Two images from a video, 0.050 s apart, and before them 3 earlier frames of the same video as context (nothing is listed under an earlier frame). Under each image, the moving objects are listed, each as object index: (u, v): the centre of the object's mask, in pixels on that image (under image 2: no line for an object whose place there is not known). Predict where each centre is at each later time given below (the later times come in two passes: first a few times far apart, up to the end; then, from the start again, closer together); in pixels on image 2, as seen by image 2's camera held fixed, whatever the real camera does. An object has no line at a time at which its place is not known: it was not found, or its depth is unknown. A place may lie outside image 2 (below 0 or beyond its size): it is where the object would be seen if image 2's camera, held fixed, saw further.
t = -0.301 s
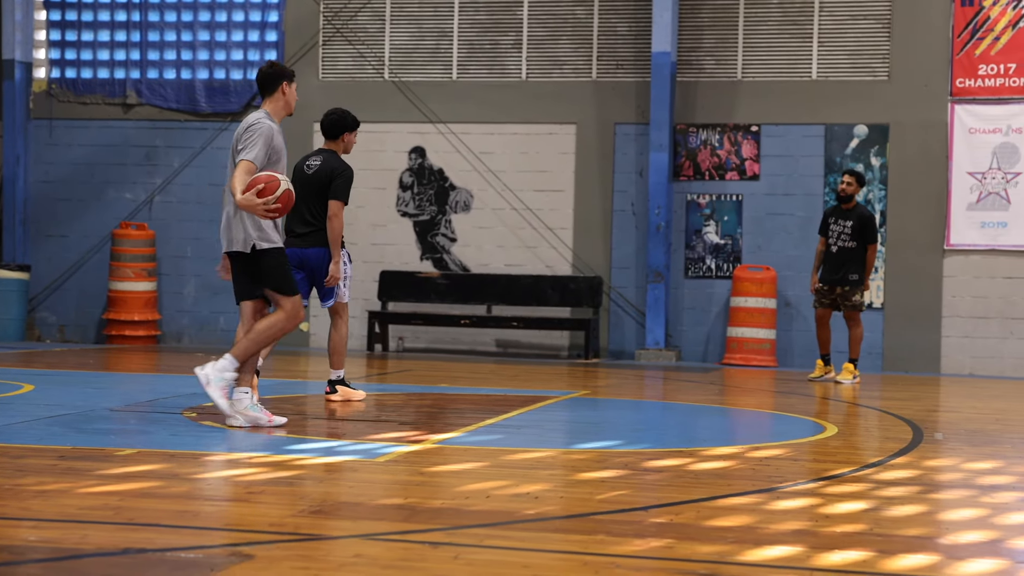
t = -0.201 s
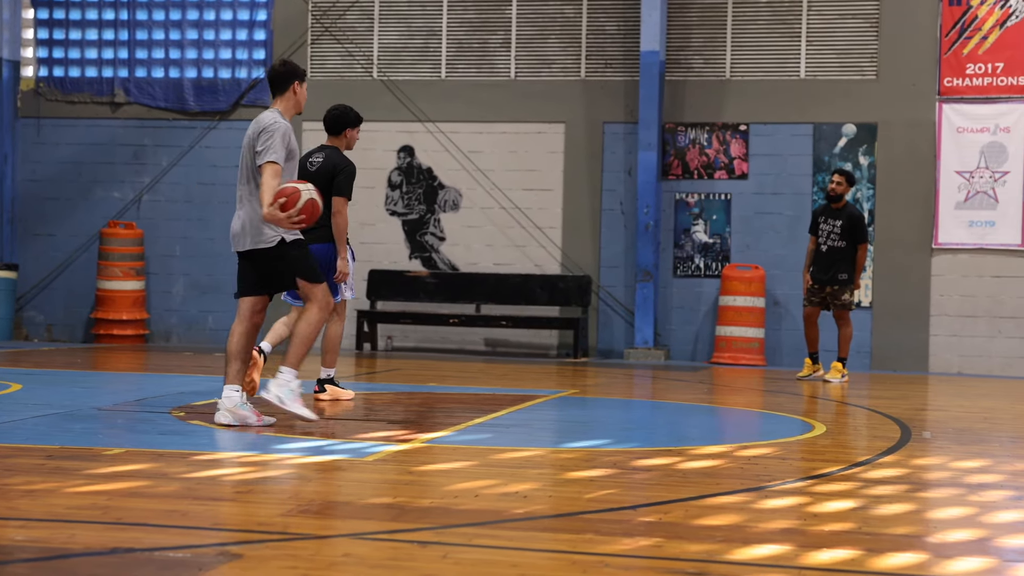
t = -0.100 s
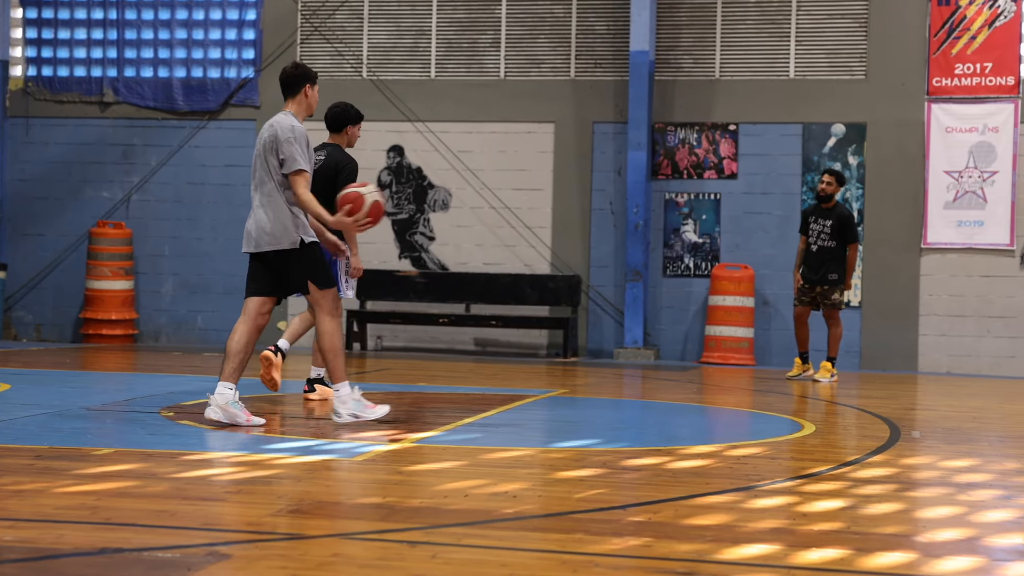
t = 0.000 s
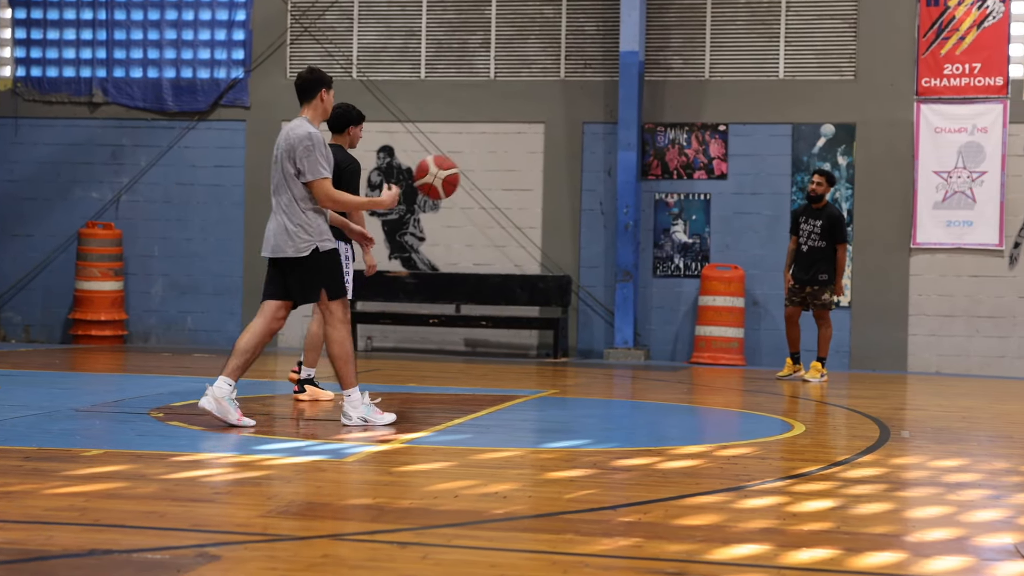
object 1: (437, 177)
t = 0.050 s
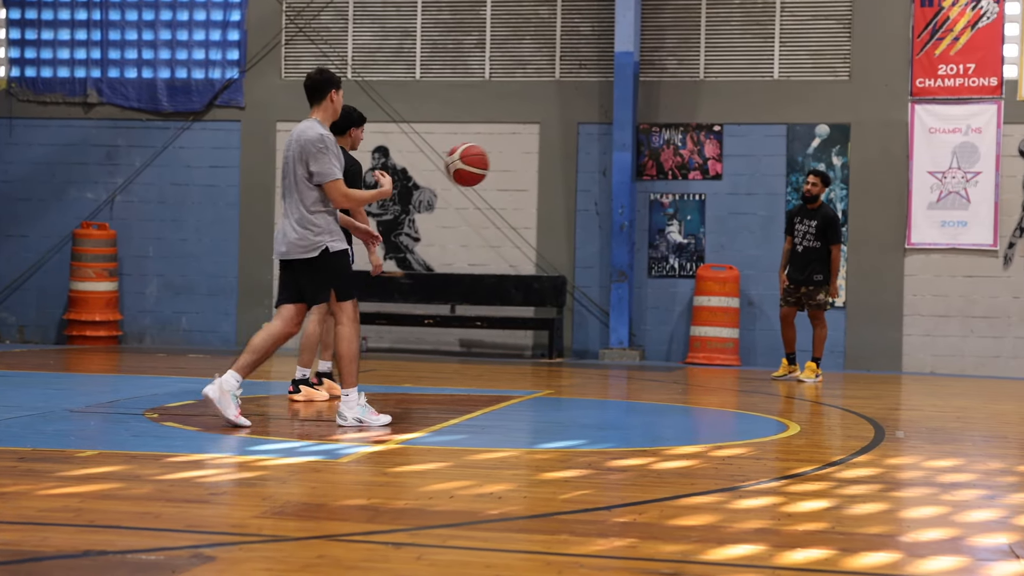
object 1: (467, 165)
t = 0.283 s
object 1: (602, 166)
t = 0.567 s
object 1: (722, 266)
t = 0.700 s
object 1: (768, 340)
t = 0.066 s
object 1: (478, 161)
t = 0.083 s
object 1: (490, 159)
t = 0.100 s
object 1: (500, 157)
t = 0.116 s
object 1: (510, 155)
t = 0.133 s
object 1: (520, 154)
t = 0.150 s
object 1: (531, 154)
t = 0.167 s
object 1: (540, 154)
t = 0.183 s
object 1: (550, 154)
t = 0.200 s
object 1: (558, 155)
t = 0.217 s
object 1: (568, 157)
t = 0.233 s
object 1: (577, 158)
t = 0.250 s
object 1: (585, 161)
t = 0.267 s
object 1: (594, 163)
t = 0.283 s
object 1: (602, 166)
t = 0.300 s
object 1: (611, 169)
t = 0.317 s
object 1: (619, 173)
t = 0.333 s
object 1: (627, 177)
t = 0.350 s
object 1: (634, 182)
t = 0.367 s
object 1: (642, 186)
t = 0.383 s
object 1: (649, 191)
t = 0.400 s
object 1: (657, 197)
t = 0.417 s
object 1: (664, 203)
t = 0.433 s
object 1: (671, 208)
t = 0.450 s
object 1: (678, 215)
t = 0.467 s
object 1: (685, 221)
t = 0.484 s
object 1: (691, 228)
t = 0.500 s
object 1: (698, 235)
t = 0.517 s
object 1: (704, 242)
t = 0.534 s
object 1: (710, 250)
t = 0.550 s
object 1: (716, 258)
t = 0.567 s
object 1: (722, 266)
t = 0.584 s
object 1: (728, 275)
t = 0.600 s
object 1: (734, 283)
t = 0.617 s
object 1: (740, 292)
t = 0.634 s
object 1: (746, 301)
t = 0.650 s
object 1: (752, 311)
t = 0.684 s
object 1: (763, 330)
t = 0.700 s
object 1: (768, 340)
